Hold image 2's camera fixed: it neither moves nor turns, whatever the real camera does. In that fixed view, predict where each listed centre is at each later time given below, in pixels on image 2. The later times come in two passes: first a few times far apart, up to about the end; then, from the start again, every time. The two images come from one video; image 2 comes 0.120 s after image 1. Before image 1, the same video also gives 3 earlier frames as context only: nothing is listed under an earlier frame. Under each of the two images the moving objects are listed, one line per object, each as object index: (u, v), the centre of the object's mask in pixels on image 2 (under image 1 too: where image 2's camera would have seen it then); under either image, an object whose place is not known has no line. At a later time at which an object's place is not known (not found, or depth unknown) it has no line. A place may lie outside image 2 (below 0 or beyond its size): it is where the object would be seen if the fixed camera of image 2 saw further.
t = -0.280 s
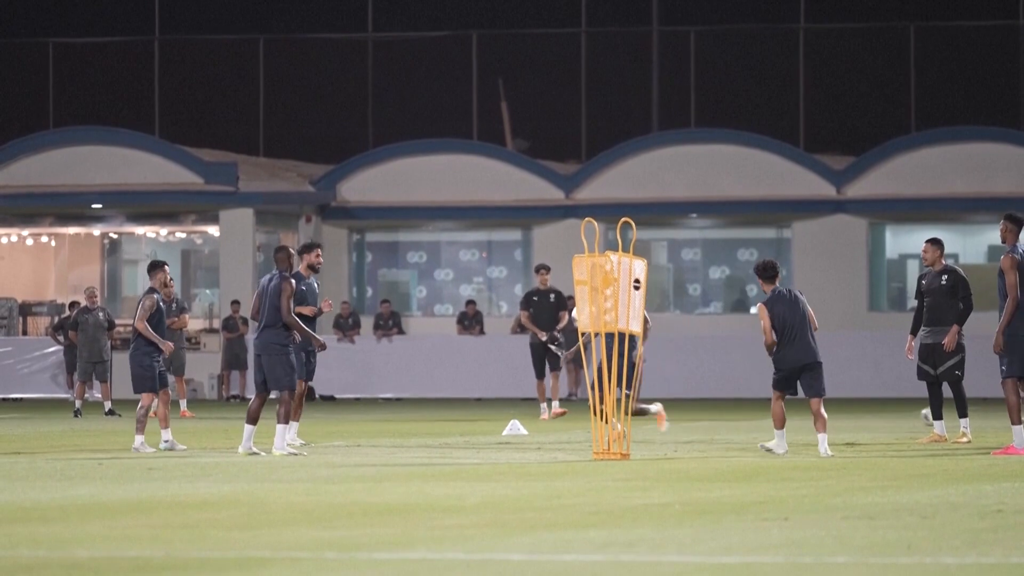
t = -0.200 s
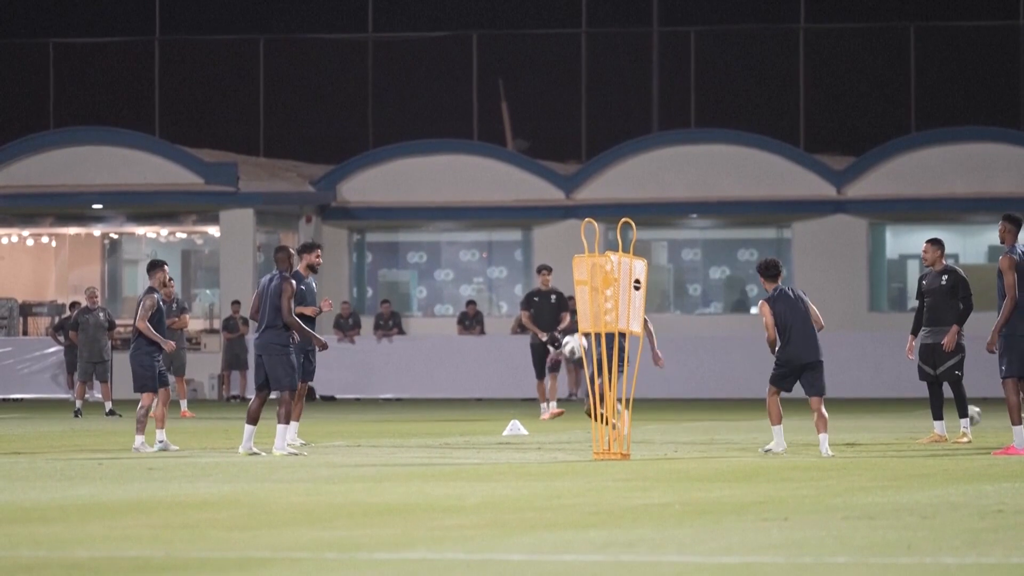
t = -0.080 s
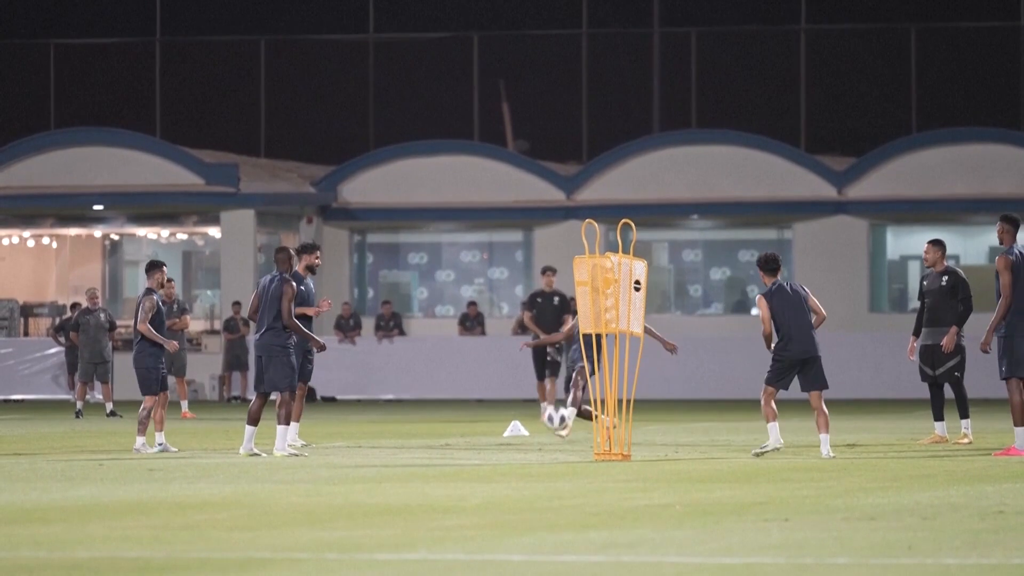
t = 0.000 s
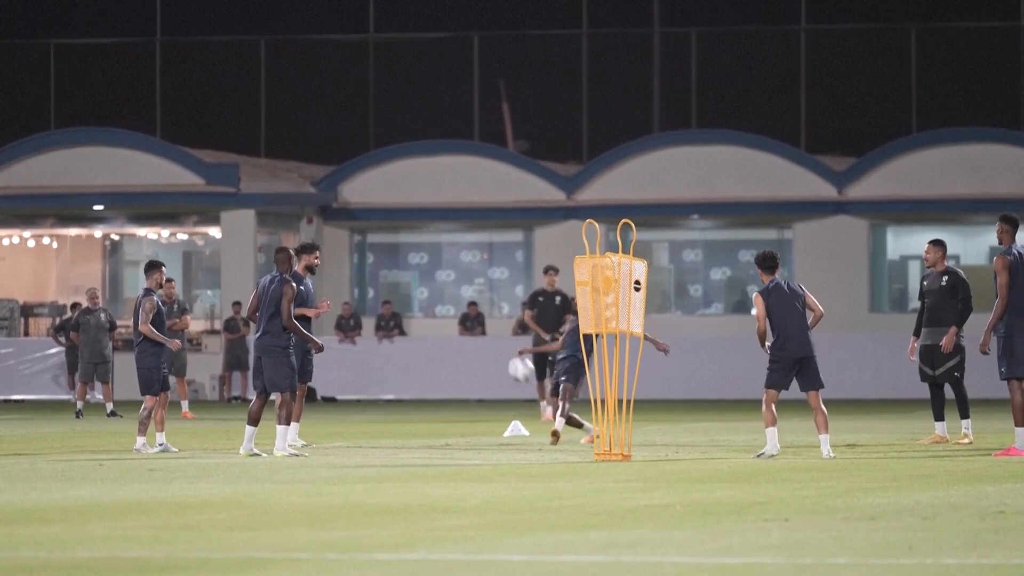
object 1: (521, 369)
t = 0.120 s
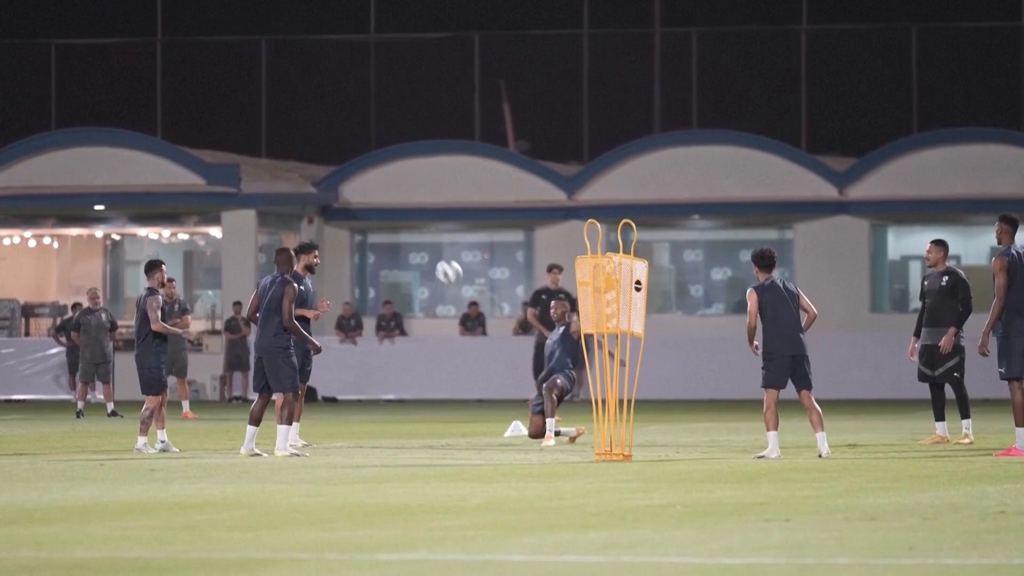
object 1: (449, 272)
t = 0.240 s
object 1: (385, 204)
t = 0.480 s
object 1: (255, 112)
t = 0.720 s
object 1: (124, 83)
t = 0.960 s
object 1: (-13, 117)
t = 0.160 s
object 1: (430, 251)
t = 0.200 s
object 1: (412, 231)
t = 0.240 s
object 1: (385, 204)
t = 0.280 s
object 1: (366, 186)
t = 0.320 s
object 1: (344, 167)
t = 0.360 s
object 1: (321, 151)
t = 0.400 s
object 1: (302, 138)
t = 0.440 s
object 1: (277, 123)
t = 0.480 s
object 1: (255, 112)
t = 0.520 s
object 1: (233, 102)
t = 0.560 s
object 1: (212, 95)
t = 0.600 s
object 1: (190, 89)
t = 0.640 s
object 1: (168, 85)
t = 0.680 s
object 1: (146, 83)
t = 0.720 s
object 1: (124, 83)
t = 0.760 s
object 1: (101, 84)
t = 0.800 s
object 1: (79, 88)
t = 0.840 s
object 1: (53, 92)
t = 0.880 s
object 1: (32, 98)
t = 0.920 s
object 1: (10, 106)
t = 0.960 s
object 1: (-13, 117)
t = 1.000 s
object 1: (-36, 129)
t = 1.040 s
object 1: (-61, 144)
